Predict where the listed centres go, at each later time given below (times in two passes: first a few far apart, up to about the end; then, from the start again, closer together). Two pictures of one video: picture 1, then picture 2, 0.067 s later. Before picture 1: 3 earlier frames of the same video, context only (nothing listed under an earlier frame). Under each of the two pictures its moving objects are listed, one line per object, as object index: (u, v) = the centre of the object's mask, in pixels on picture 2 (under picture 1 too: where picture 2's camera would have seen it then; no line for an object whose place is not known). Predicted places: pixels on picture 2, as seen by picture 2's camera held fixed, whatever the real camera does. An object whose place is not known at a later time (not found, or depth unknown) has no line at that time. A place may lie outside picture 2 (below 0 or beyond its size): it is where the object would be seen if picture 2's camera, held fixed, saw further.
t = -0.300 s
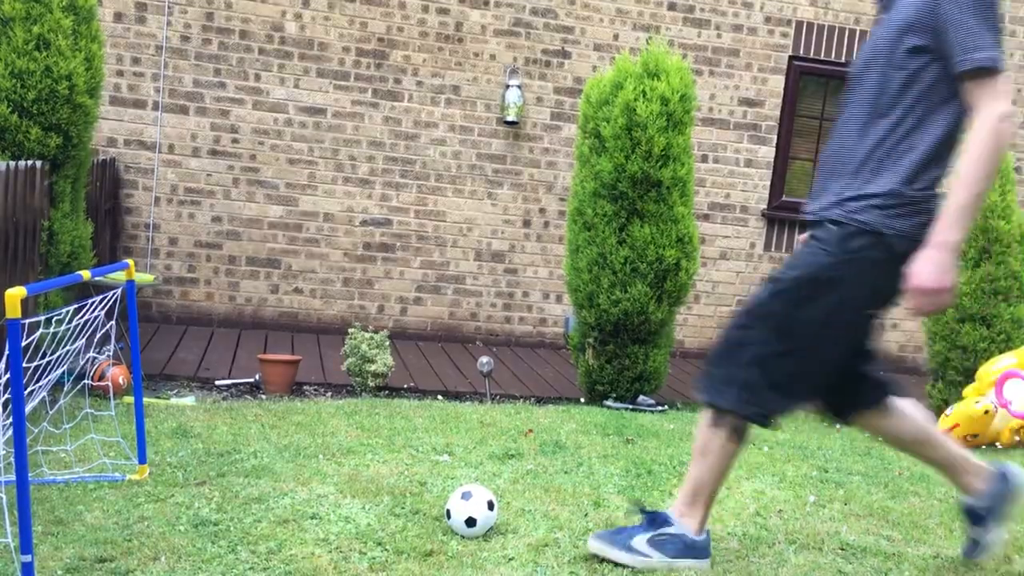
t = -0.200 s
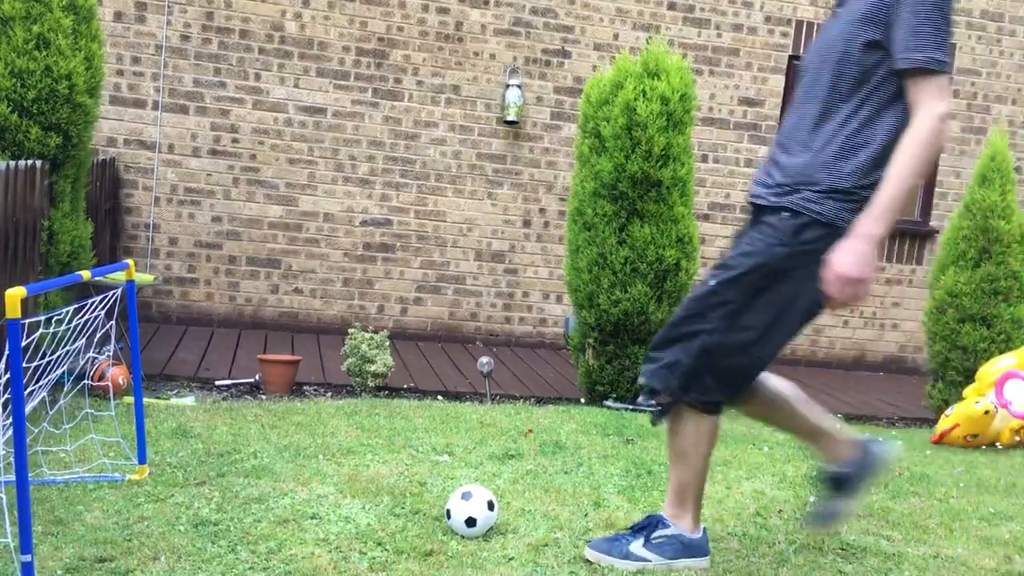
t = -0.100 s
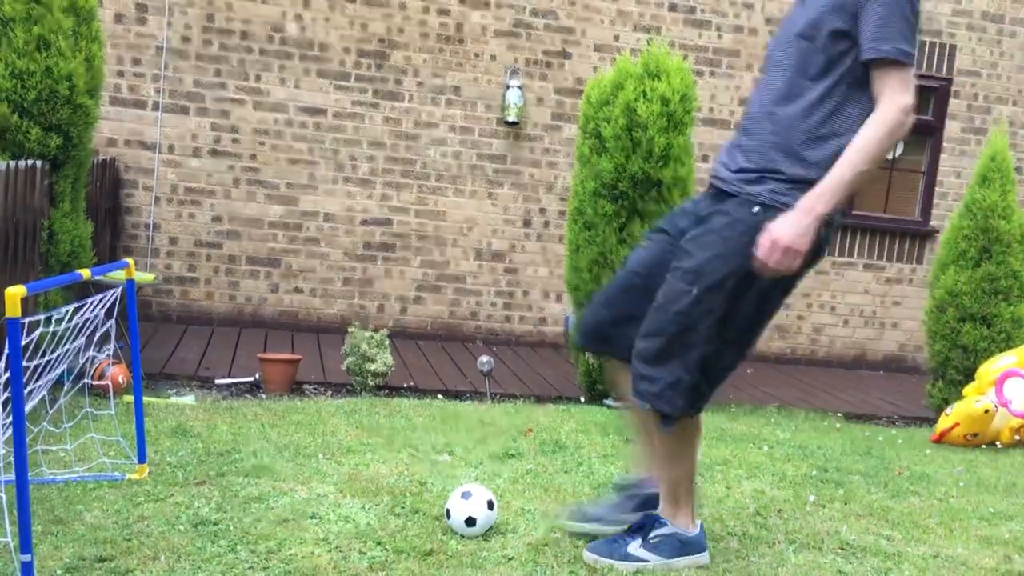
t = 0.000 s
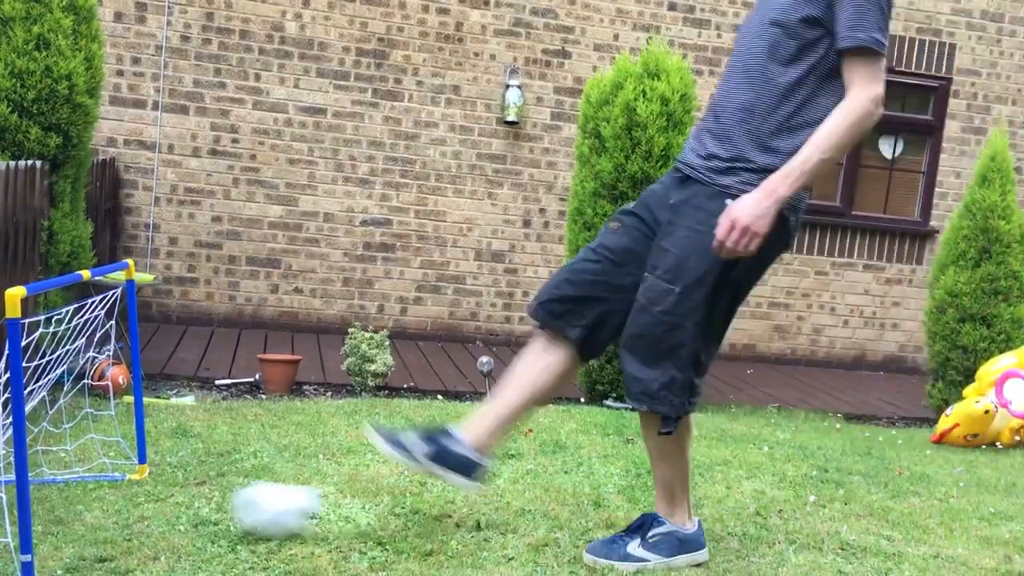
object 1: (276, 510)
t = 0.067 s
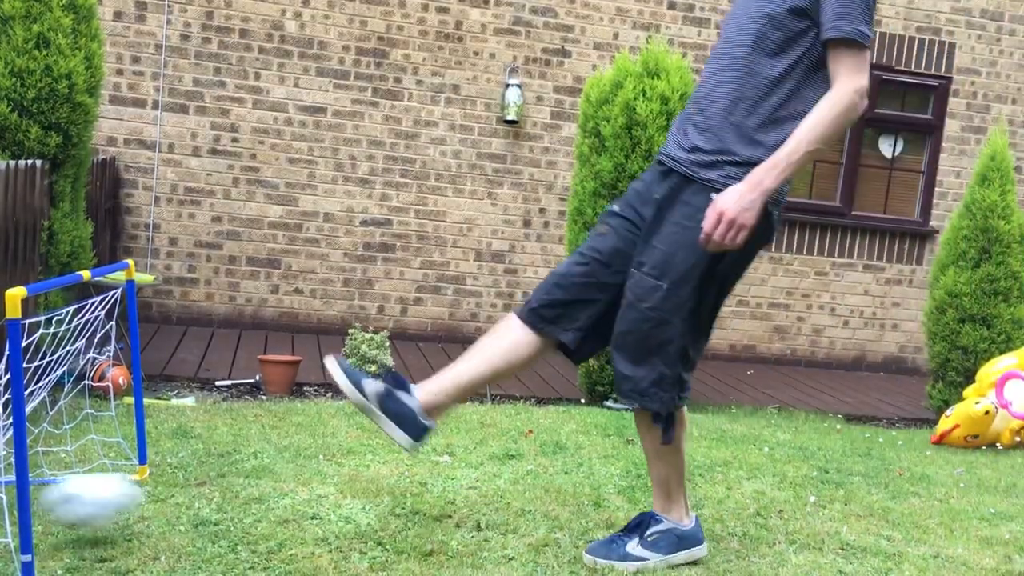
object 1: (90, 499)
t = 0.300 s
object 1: (38, 472)
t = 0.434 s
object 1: (162, 480)
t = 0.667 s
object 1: (267, 480)
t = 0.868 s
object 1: (338, 467)
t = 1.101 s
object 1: (403, 460)
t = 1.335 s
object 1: (439, 452)
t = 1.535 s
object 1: (461, 447)
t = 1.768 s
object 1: (477, 440)
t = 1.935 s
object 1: (486, 435)
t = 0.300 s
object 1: (38, 472)
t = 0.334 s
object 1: (74, 480)
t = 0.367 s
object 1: (115, 492)
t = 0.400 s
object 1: (145, 494)
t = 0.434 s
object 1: (162, 480)
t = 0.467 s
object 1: (178, 470)
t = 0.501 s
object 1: (194, 464)
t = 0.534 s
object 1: (209, 462)
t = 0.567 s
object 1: (224, 465)
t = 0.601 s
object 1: (238, 472)
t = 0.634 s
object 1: (252, 481)
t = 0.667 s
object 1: (267, 480)
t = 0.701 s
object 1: (280, 474)
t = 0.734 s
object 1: (293, 471)
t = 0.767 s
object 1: (303, 470)
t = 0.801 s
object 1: (315, 474)
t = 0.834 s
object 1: (327, 471)
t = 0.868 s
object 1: (338, 467)
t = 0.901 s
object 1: (349, 465)
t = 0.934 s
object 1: (359, 466)
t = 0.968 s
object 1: (370, 466)
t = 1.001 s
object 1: (379, 464)
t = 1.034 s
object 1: (387, 463)
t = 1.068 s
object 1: (395, 462)
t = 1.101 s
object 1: (403, 460)
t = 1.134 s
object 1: (409, 458)
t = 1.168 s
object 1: (414, 457)
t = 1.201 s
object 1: (420, 458)
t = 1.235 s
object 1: (425, 454)
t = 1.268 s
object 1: (430, 454)
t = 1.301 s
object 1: (435, 453)
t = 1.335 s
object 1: (439, 452)
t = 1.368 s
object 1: (443, 450)
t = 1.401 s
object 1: (447, 450)
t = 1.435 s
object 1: (451, 449)
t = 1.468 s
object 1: (454, 447)
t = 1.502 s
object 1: (458, 446)
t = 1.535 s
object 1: (461, 447)
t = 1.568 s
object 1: (464, 445)
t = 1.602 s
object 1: (466, 443)
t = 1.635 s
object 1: (469, 442)
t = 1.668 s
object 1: (470, 441)
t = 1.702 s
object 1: (472, 442)
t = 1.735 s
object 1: (474, 441)
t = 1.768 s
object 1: (477, 440)
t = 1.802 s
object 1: (479, 440)
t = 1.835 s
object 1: (481, 438)
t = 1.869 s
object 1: (483, 437)
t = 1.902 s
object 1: (484, 437)
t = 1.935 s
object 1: (486, 435)
